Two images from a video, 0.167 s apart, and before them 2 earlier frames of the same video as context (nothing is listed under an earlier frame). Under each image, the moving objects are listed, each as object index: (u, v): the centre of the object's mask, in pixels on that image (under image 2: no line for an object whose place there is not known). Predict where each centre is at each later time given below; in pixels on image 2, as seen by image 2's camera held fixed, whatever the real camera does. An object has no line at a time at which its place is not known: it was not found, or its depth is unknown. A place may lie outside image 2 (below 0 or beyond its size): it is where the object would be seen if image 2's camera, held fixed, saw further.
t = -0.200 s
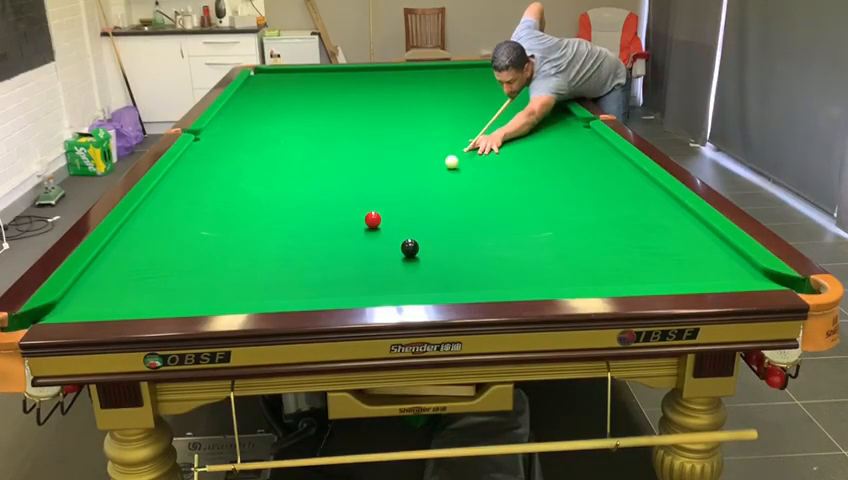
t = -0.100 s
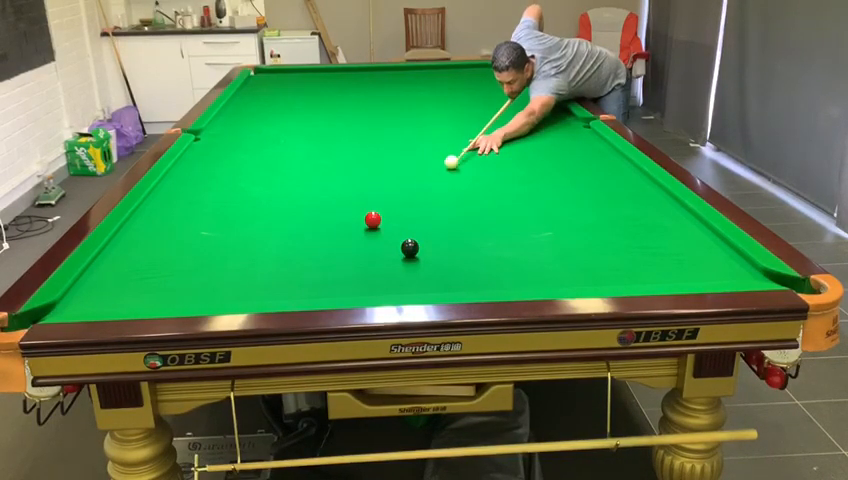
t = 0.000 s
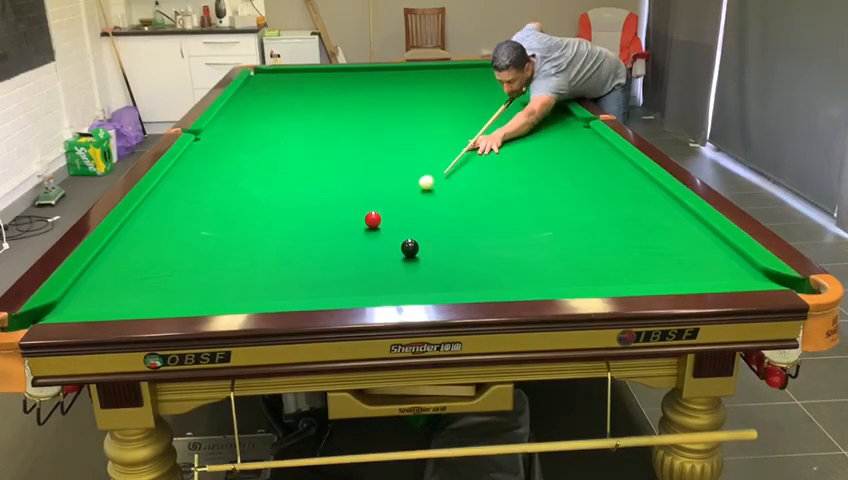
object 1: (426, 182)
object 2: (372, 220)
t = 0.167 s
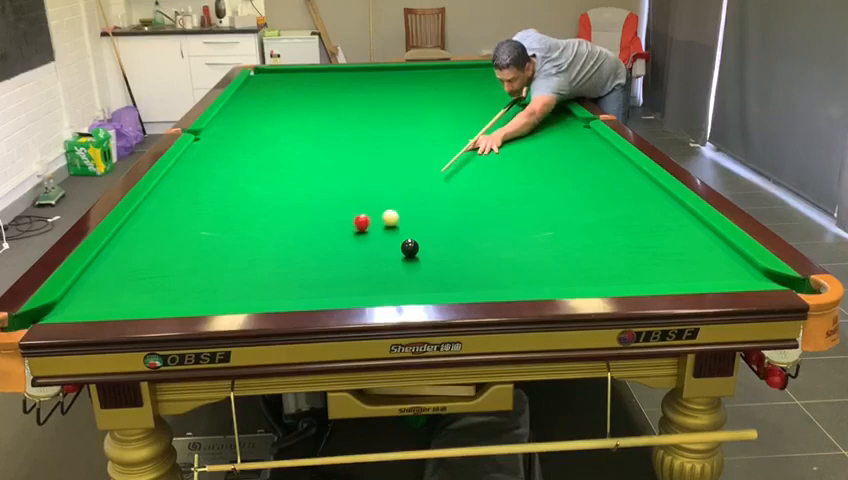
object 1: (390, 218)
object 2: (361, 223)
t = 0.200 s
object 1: (396, 221)
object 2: (344, 228)
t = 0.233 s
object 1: (402, 224)
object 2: (328, 233)
